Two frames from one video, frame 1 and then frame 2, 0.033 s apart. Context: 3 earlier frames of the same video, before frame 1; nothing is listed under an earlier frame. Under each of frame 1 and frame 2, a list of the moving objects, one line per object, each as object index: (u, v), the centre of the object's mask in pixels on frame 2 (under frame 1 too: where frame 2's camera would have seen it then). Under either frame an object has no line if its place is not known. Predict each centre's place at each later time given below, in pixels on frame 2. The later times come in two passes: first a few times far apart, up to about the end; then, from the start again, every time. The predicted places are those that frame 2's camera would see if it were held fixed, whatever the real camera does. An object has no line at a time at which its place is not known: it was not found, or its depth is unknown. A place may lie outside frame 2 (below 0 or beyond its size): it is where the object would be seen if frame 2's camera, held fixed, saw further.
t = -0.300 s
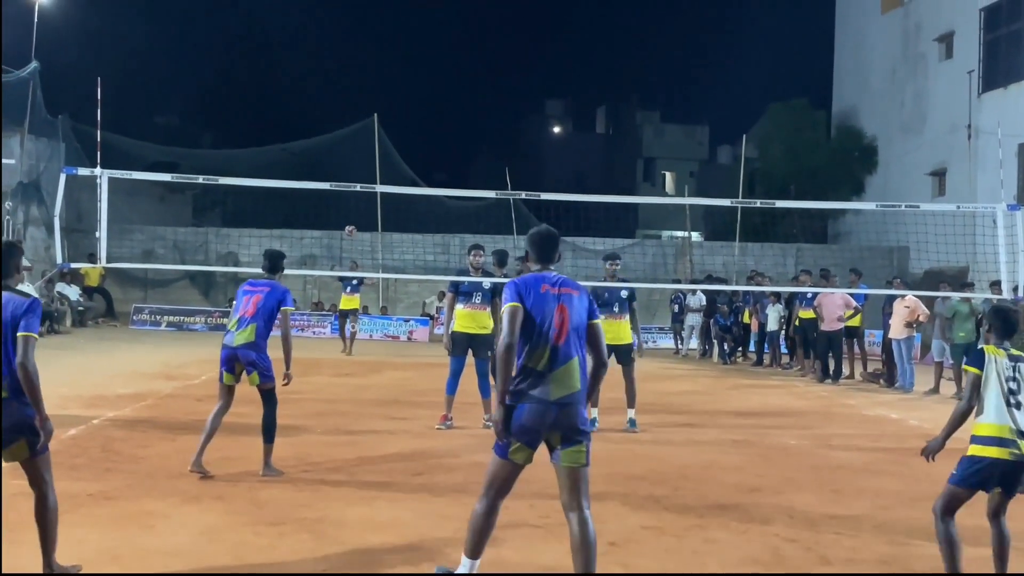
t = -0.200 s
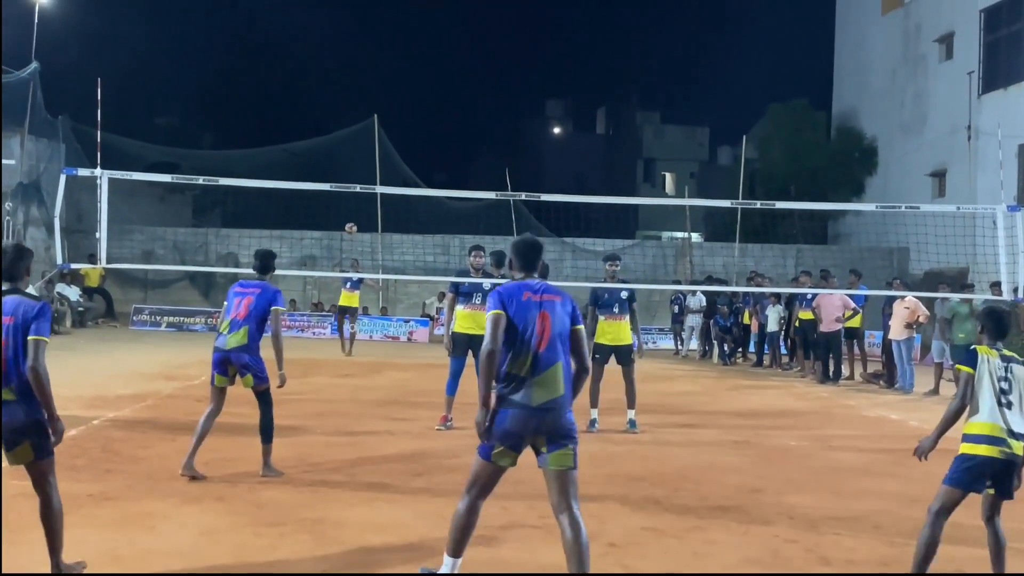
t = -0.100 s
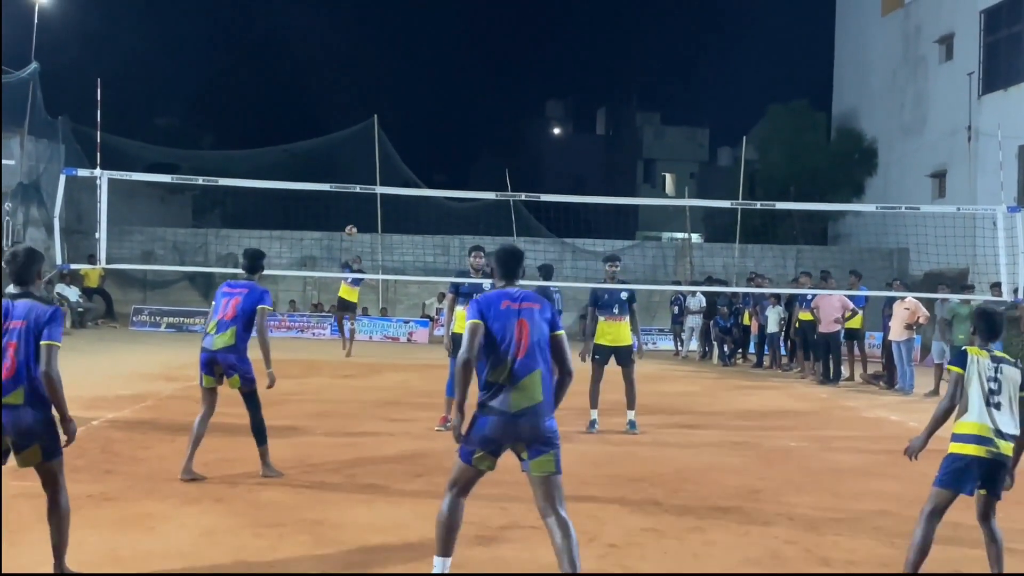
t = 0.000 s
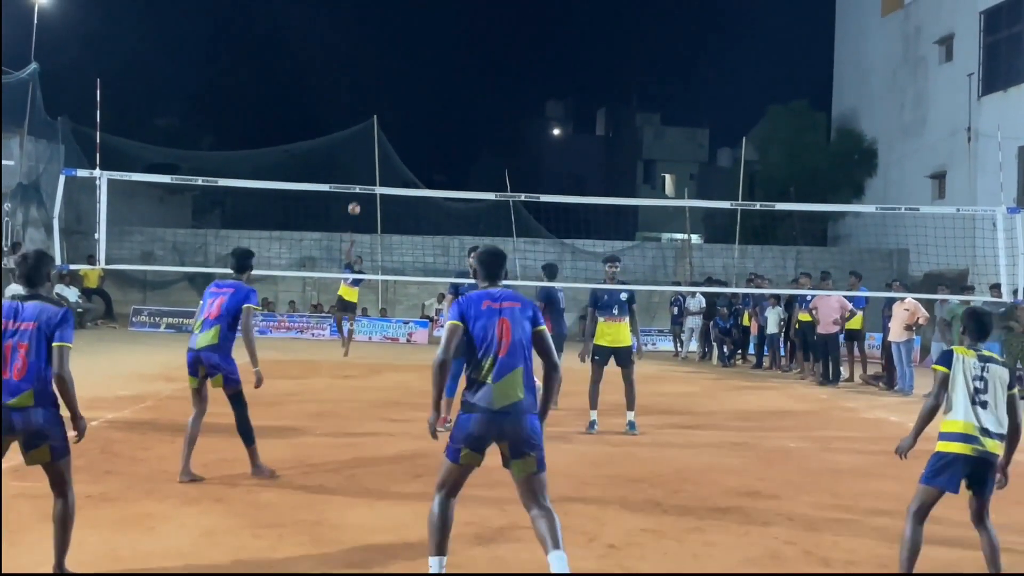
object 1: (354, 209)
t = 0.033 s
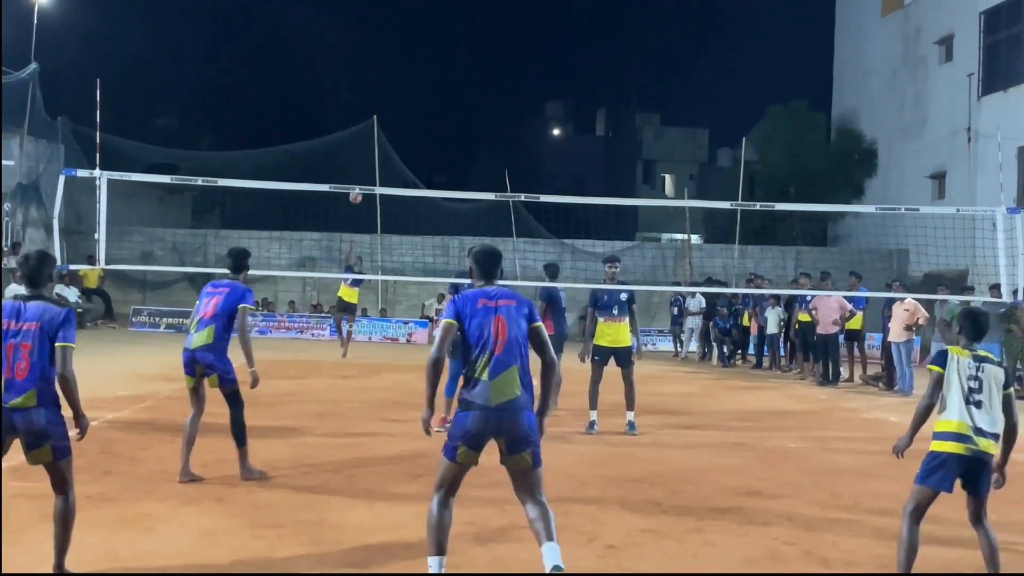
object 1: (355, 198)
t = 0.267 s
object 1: (370, 122)
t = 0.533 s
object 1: (395, 67)
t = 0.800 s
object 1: (429, 55)
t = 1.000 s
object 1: (465, 103)
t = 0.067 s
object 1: (357, 182)
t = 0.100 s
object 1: (359, 173)
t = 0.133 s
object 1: (361, 162)
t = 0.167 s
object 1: (363, 152)
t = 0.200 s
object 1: (365, 141)
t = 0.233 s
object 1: (367, 131)
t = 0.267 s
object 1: (370, 122)
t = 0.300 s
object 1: (373, 114)
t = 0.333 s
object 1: (375, 106)
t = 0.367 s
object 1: (378, 98)
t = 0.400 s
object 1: (381, 91)
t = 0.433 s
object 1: (385, 84)
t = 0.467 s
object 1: (388, 78)
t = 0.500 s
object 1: (391, 72)
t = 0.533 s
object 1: (395, 67)
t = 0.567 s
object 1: (398, 63)
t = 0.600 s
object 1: (402, 59)
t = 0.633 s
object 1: (406, 56)
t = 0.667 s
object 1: (410, 54)
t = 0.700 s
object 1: (414, 52)
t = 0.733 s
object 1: (419, 52)
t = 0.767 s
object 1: (424, 53)
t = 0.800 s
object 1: (429, 55)
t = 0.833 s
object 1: (434, 59)
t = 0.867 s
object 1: (440, 64)
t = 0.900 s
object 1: (446, 71)
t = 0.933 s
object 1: (452, 79)
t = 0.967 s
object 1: (459, 90)
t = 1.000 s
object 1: (465, 103)
